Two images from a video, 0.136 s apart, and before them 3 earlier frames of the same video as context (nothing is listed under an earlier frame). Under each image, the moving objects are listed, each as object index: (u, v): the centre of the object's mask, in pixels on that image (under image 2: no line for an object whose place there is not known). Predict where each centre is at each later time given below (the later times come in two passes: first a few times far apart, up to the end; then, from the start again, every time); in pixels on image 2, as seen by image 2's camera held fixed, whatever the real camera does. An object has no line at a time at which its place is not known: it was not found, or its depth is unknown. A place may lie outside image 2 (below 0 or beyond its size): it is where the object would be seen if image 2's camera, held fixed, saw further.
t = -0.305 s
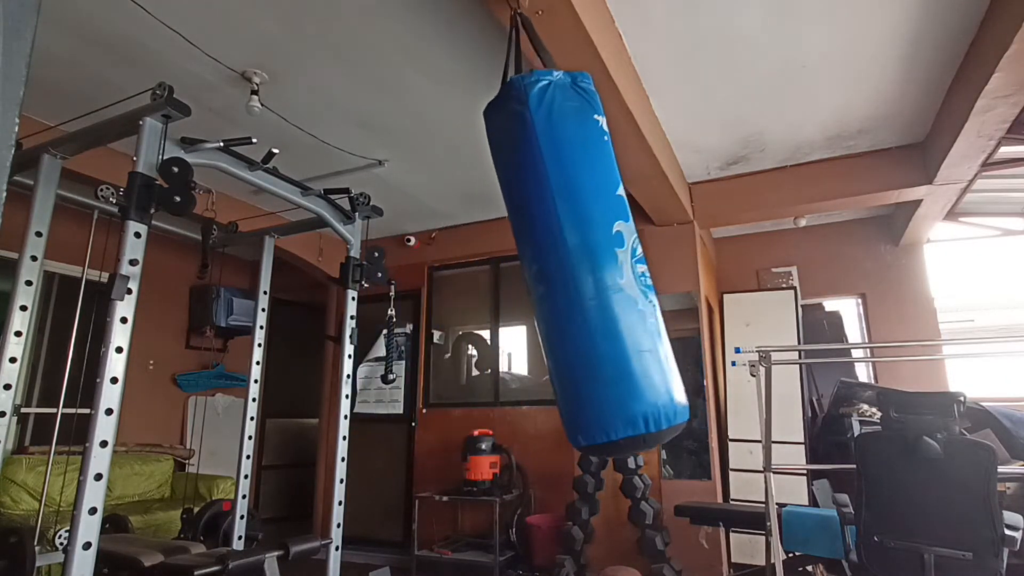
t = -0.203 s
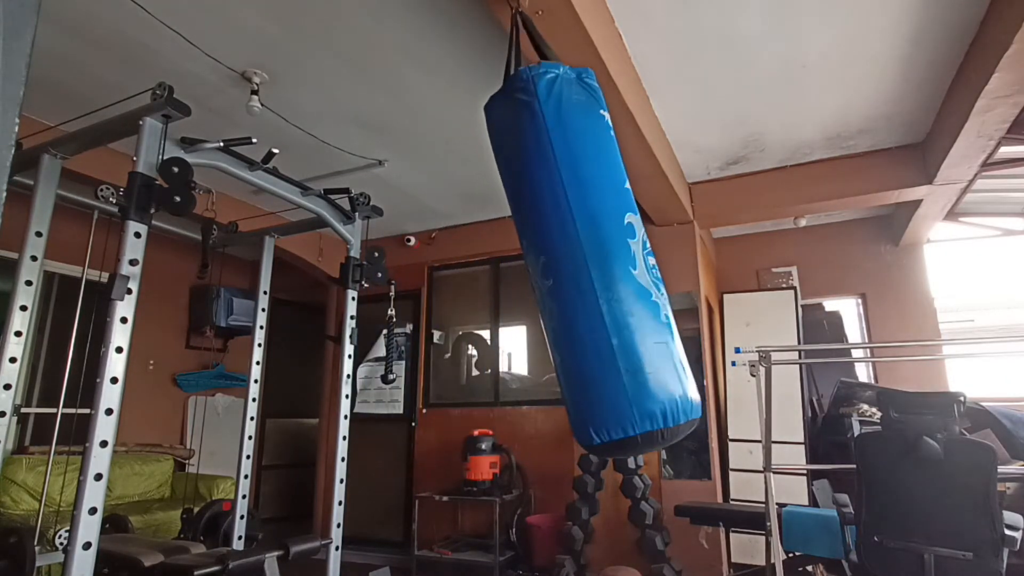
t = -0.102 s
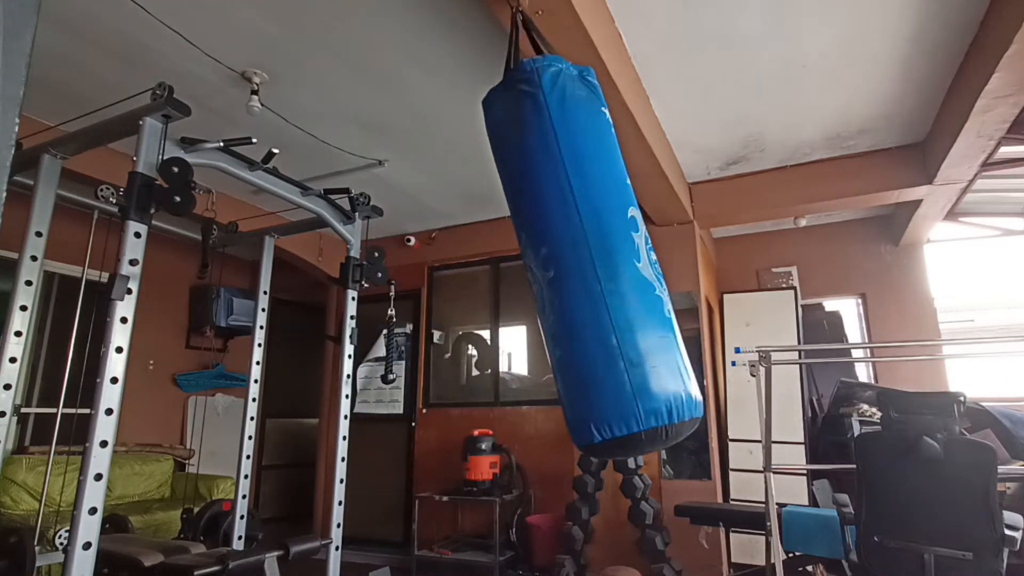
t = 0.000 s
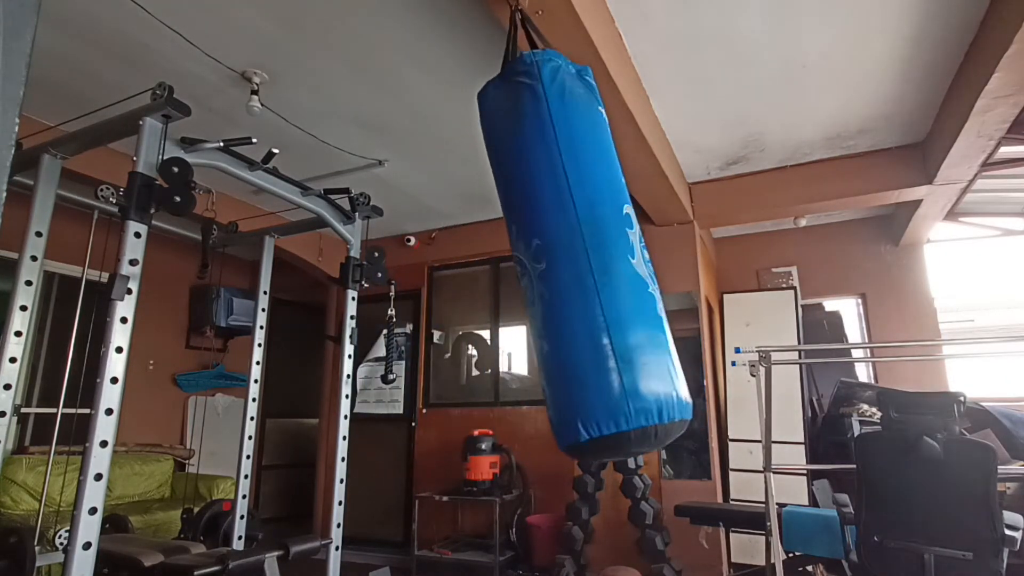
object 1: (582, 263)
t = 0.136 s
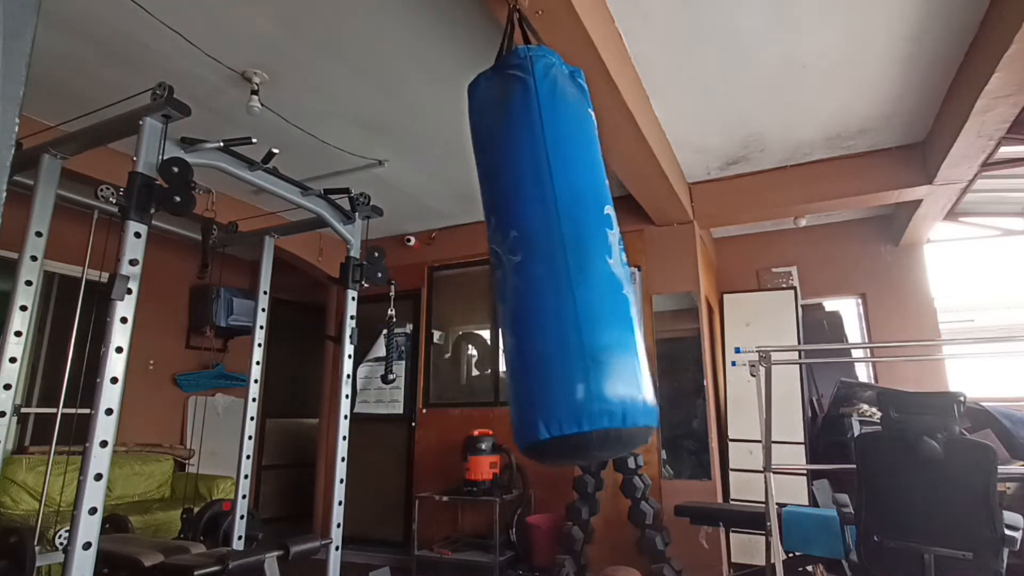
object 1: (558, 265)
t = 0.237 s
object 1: (534, 265)
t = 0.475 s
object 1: (475, 265)
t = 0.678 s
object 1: (445, 264)
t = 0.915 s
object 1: (448, 266)
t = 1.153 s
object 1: (481, 272)
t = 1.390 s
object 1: (529, 272)
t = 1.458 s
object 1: (542, 272)
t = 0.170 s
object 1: (551, 265)
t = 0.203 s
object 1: (543, 265)
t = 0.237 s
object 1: (534, 265)
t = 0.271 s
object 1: (525, 266)
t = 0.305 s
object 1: (516, 266)
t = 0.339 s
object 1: (508, 266)
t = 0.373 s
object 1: (499, 266)
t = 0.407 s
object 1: (490, 266)
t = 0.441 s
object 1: (483, 265)
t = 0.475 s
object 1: (475, 265)
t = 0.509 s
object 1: (468, 264)
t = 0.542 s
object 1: (462, 264)
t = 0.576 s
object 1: (456, 264)
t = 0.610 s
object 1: (452, 264)
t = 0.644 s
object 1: (448, 264)
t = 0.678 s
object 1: (445, 264)
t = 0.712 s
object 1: (443, 264)
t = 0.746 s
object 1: (442, 264)
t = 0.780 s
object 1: (442, 265)
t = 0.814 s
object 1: (442, 265)
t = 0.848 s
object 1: (443, 266)
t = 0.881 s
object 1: (445, 266)
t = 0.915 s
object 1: (448, 266)
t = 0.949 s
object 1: (452, 267)
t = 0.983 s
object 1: (456, 267)
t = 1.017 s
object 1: (460, 268)
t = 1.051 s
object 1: (465, 269)
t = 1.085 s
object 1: (470, 269)
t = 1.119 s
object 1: (476, 271)
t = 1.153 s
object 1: (481, 272)
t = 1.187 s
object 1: (488, 273)
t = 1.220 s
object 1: (495, 273)
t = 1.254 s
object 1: (502, 273)
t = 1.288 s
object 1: (509, 273)
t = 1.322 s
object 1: (515, 274)
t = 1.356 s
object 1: (522, 272)
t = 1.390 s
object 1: (529, 272)
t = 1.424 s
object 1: (536, 272)
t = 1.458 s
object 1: (542, 272)
